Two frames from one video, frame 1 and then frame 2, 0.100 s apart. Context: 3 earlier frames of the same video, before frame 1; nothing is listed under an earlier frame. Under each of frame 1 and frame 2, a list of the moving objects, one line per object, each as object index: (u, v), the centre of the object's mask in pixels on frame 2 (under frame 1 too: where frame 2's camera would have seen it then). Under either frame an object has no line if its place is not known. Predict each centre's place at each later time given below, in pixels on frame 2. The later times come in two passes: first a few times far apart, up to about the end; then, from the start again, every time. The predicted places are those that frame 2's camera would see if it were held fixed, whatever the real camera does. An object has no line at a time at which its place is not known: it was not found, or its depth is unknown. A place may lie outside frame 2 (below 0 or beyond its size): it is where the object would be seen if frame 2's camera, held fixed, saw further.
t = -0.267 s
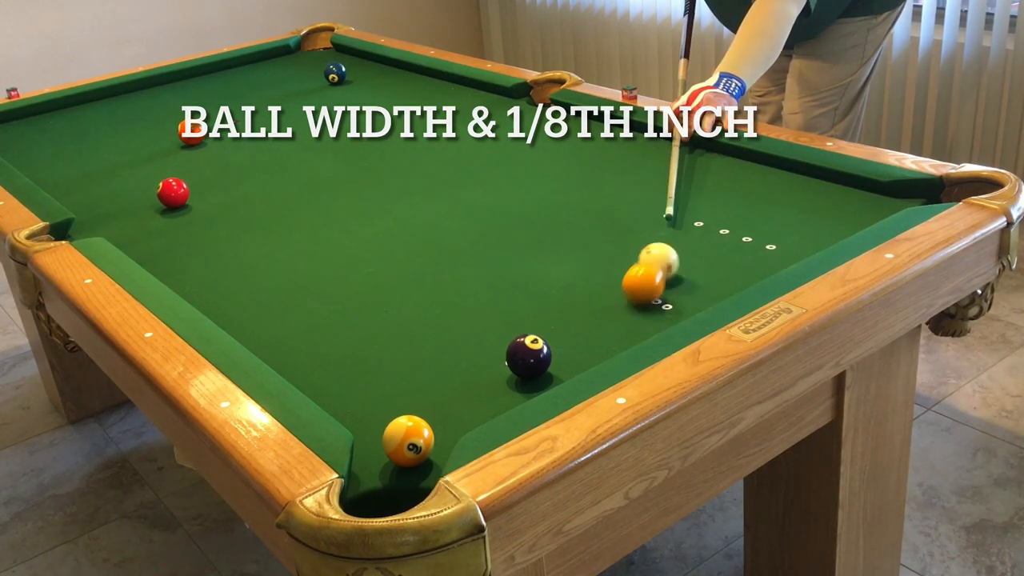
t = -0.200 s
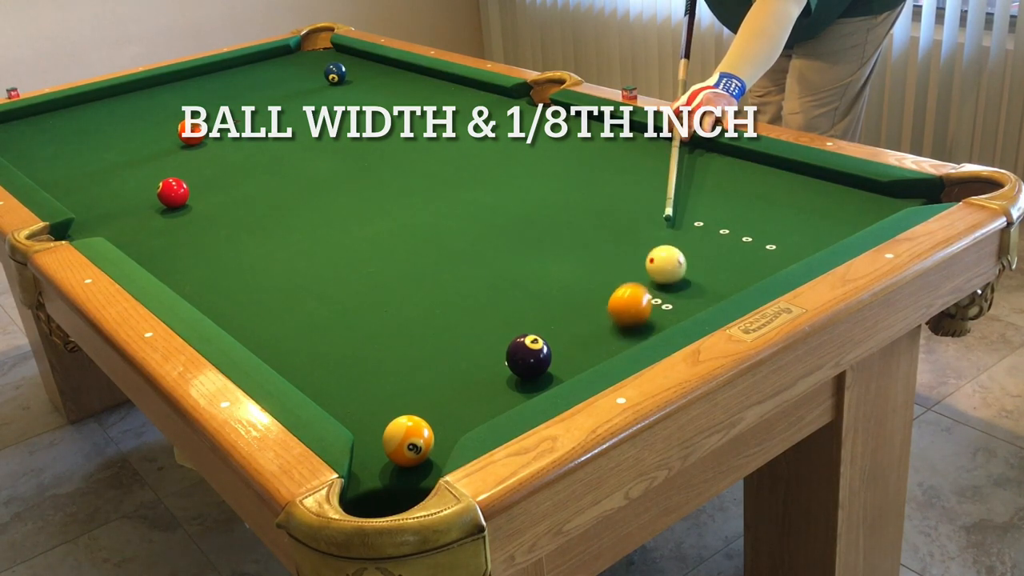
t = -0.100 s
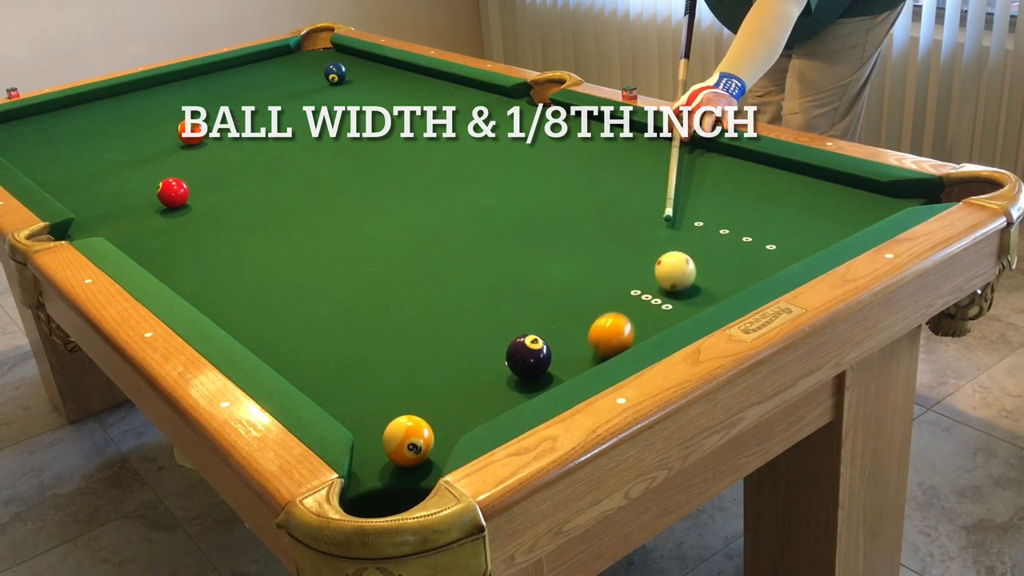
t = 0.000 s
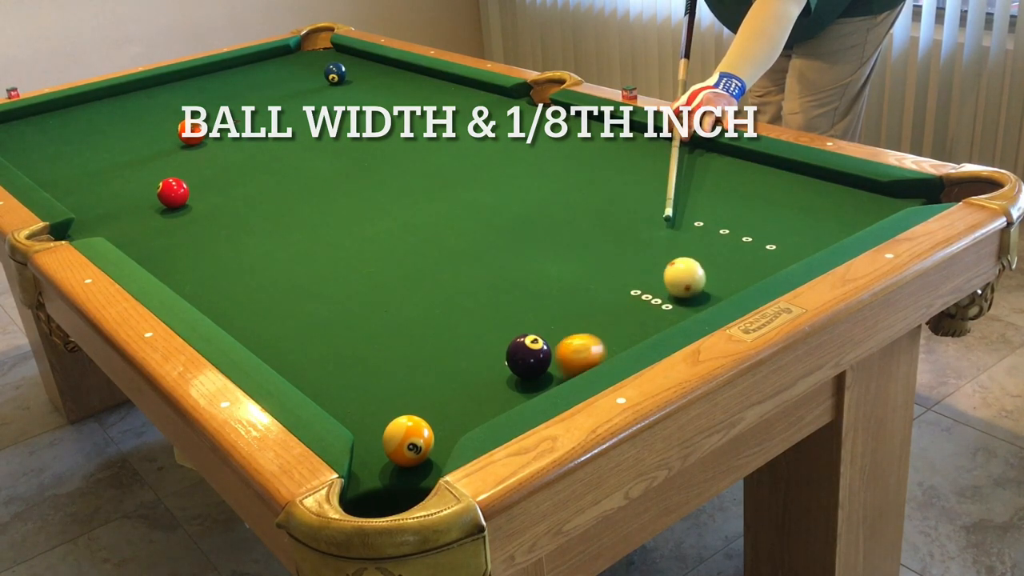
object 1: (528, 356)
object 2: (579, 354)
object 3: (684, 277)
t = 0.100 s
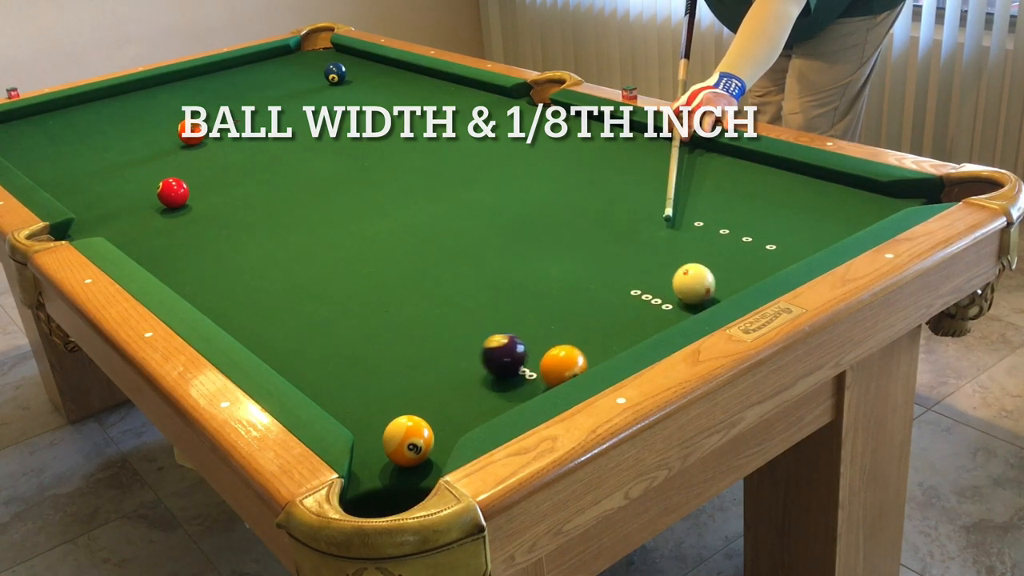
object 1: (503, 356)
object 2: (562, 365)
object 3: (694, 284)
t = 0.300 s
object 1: (455, 354)
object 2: (523, 383)
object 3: (709, 292)
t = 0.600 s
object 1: (389, 352)
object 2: (464, 408)
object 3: (694, 290)
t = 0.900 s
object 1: (330, 351)
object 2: (427, 415)
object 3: (680, 285)
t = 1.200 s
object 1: (277, 348)
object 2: (406, 415)
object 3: (669, 281)
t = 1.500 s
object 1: (273, 335)
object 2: (391, 414)
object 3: (663, 279)
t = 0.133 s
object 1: (495, 355)
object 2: (557, 368)
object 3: (696, 286)
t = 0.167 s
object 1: (487, 355)
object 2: (551, 371)
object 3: (699, 287)
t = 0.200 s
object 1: (479, 355)
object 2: (544, 374)
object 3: (702, 289)
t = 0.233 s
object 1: (471, 355)
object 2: (537, 377)
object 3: (704, 290)
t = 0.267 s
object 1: (463, 354)
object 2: (530, 380)
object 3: (707, 291)
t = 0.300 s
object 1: (455, 354)
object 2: (523, 383)
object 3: (709, 292)
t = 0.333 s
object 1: (447, 354)
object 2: (516, 386)
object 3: (707, 292)
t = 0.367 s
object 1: (439, 353)
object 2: (509, 389)
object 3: (706, 292)
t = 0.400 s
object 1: (432, 353)
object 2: (503, 392)
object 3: (704, 292)
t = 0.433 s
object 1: (424, 353)
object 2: (497, 394)
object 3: (702, 292)
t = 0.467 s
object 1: (418, 354)
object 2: (490, 397)
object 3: (700, 291)
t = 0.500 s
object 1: (411, 354)
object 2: (484, 400)
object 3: (699, 291)
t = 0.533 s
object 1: (403, 353)
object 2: (477, 403)
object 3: (697, 291)
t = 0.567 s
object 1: (396, 352)
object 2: (471, 405)
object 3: (695, 291)
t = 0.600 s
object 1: (389, 352)
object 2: (464, 408)
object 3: (694, 290)
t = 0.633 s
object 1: (382, 353)
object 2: (458, 410)
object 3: (692, 290)
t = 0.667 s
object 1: (375, 352)
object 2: (452, 413)
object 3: (690, 288)
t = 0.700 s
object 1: (368, 352)
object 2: (447, 414)
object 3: (688, 288)
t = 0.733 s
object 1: (361, 351)
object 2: (443, 415)
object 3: (687, 287)
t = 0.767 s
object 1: (354, 351)
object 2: (439, 415)
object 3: (685, 287)
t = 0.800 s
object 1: (349, 352)
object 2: (436, 415)
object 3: (684, 286)
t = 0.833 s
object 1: (342, 351)
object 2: (433, 415)
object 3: (682, 286)
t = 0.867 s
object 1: (336, 351)
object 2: (430, 415)
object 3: (681, 286)
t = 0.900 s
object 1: (330, 351)
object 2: (427, 415)
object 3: (680, 285)
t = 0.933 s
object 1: (323, 350)
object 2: (425, 415)
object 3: (678, 285)
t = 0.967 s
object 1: (317, 350)
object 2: (422, 415)
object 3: (677, 284)
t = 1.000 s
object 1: (311, 350)
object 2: (420, 415)
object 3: (676, 284)
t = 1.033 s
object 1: (305, 350)
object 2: (417, 415)
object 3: (674, 284)
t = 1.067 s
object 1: (299, 350)
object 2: (415, 415)
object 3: (673, 283)
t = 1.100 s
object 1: (293, 349)
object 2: (413, 415)
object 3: (672, 283)
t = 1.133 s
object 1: (288, 350)
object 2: (410, 415)
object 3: (671, 282)
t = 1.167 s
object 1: (283, 349)
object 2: (408, 415)
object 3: (670, 282)
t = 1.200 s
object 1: (277, 348)
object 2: (406, 415)
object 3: (669, 281)
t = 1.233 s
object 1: (273, 348)
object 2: (404, 415)
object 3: (668, 281)
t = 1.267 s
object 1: (272, 346)
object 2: (403, 415)
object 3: (668, 281)
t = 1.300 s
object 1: (272, 345)
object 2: (401, 414)
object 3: (667, 280)
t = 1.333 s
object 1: (272, 343)
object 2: (399, 415)
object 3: (666, 280)
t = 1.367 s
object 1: (272, 342)
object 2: (397, 414)
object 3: (666, 280)
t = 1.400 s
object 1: (272, 340)
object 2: (395, 415)
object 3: (665, 279)
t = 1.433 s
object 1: (273, 339)
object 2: (394, 414)
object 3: (665, 279)
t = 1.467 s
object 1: (273, 337)
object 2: (393, 414)
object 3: (664, 279)
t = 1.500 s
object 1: (273, 335)
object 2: (391, 414)
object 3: (663, 279)
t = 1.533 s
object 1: (274, 333)
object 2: (390, 414)
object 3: (663, 279)
